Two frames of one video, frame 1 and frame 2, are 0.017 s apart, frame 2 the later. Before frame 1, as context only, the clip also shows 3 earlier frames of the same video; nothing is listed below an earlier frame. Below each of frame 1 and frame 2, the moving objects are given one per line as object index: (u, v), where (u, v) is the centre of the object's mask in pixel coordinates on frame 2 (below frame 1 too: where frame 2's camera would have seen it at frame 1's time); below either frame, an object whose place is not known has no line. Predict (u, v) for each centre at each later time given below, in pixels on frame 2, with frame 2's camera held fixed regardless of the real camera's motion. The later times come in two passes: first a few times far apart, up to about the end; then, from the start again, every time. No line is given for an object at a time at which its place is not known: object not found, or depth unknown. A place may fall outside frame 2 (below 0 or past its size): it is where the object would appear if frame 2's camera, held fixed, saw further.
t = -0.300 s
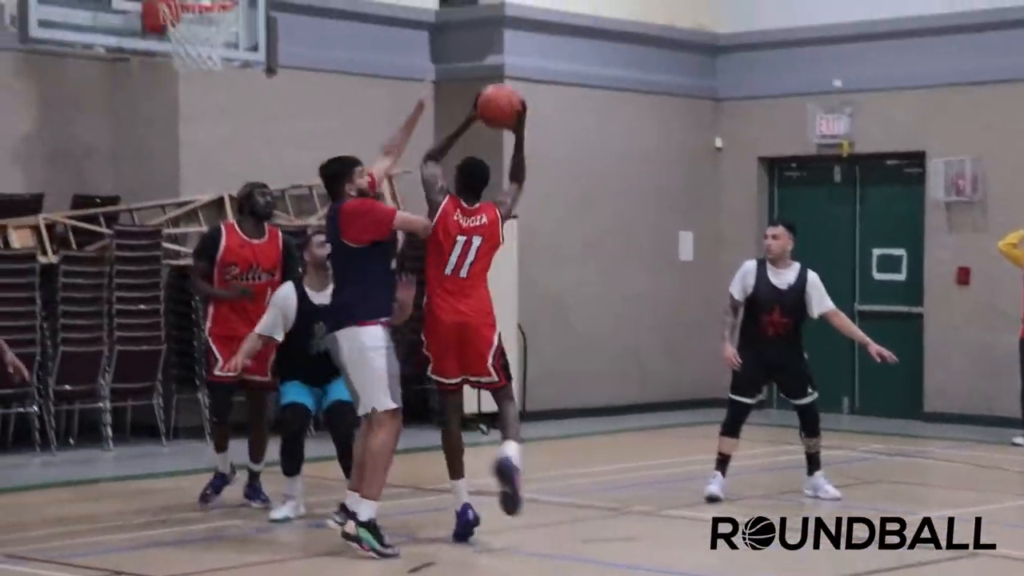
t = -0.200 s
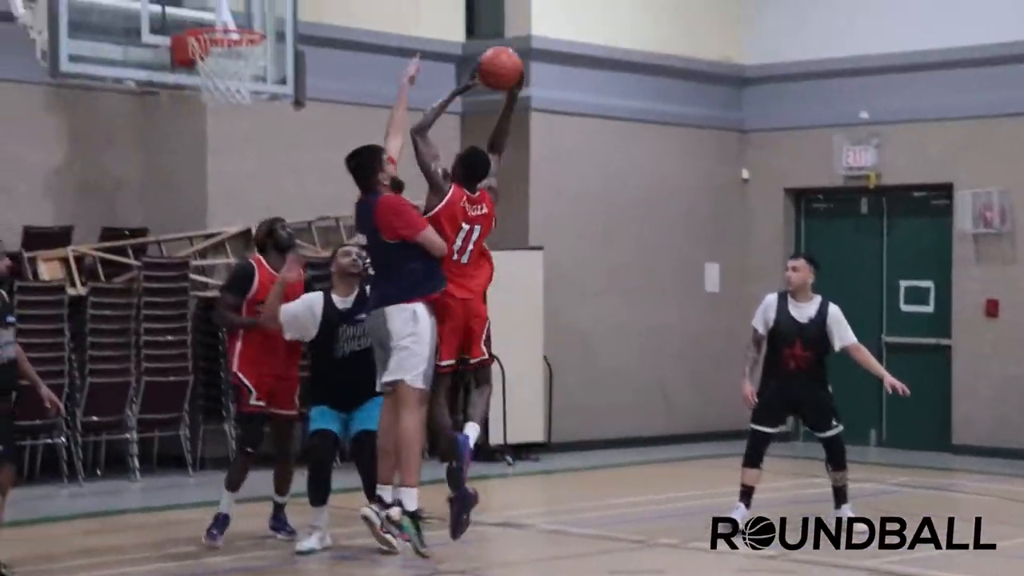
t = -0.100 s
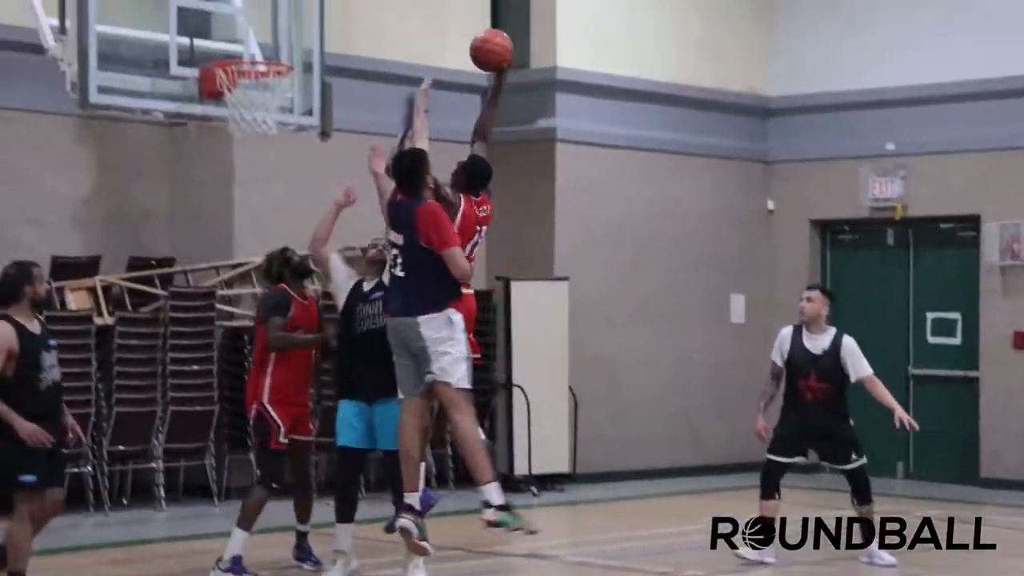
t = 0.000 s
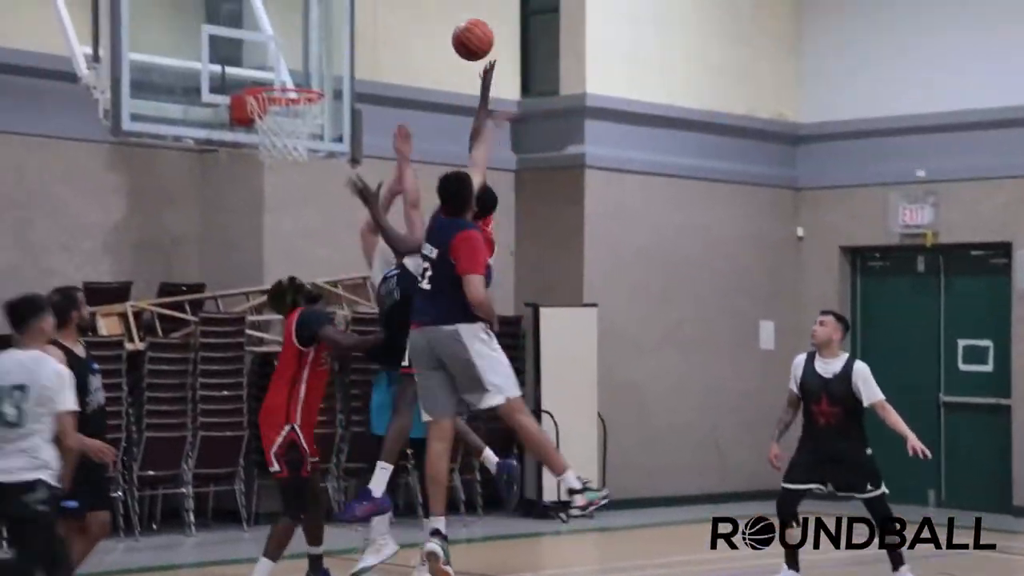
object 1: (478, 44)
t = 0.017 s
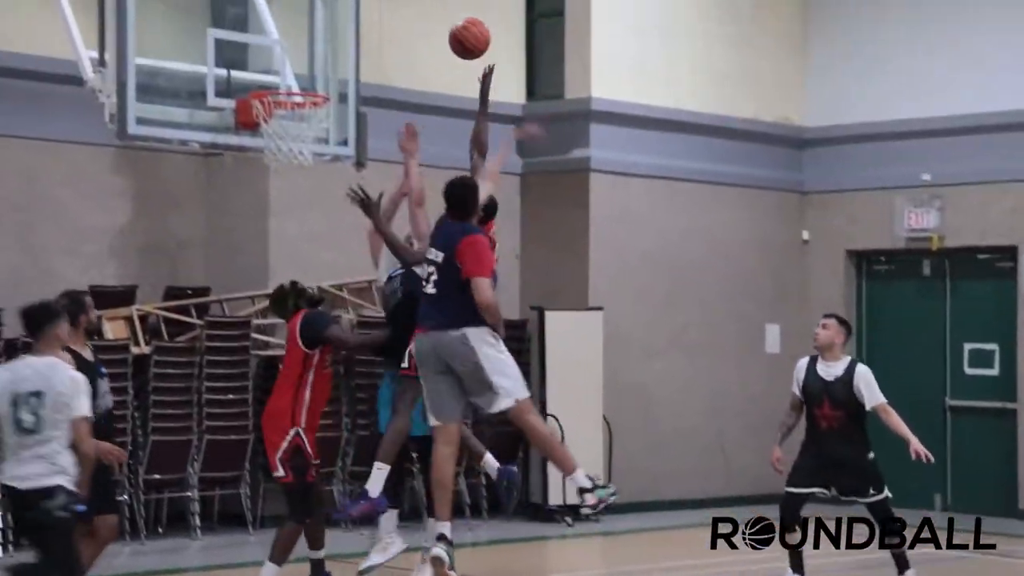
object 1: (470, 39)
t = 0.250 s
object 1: (351, 25)
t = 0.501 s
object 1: (282, 78)
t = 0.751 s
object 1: (271, 76)
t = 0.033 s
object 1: (460, 34)
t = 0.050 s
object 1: (452, 31)
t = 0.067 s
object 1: (443, 27)
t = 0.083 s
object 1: (435, 25)
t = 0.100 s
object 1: (427, 22)
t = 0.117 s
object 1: (418, 21)
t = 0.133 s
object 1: (409, 19)
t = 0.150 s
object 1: (400, 19)
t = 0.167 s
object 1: (392, 19)
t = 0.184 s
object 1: (384, 19)
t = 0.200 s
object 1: (376, 20)
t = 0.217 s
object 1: (367, 21)
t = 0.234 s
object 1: (359, 23)
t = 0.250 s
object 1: (351, 25)
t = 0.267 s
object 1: (343, 28)
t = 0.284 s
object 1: (335, 30)
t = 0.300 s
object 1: (327, 34)
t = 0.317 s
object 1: (319, 37)
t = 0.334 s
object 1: (311, 41)
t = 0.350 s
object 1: (303, 46)
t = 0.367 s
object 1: (296, 52)
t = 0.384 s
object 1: (287, 57)
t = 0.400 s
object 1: (279, 63)
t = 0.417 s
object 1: (272, 69)
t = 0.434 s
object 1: (266, 74)
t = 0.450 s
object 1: (269, 76)
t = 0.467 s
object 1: (274, 78)
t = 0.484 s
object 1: (277, 78)
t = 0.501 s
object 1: (282, 78)
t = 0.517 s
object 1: (286, 79)
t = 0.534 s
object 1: (290, 79)
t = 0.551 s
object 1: (295, 80)
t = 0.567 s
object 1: (298, 81)
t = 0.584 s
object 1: (302, 83)
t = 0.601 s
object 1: (302, 83)
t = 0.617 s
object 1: (298, 81)
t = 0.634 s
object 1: (295, 80)
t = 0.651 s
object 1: (291, 78)
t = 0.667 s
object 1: (288, 77)
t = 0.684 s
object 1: (285, 76)
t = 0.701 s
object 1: (282, 76)
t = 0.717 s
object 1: (278, 76)
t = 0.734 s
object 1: (275, 76)
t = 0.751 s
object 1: (271, 76)
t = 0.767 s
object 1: (269, 78)
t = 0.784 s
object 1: (266, 78)
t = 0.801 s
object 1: (266, 77)
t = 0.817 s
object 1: (266, 75)
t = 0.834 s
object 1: (266, 73)
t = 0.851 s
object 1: (266, 73)
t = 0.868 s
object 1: (266, 72)
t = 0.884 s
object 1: (266, 71)
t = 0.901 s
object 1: (266, 71)
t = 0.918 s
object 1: (266, 72)
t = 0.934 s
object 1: (266, 72)
